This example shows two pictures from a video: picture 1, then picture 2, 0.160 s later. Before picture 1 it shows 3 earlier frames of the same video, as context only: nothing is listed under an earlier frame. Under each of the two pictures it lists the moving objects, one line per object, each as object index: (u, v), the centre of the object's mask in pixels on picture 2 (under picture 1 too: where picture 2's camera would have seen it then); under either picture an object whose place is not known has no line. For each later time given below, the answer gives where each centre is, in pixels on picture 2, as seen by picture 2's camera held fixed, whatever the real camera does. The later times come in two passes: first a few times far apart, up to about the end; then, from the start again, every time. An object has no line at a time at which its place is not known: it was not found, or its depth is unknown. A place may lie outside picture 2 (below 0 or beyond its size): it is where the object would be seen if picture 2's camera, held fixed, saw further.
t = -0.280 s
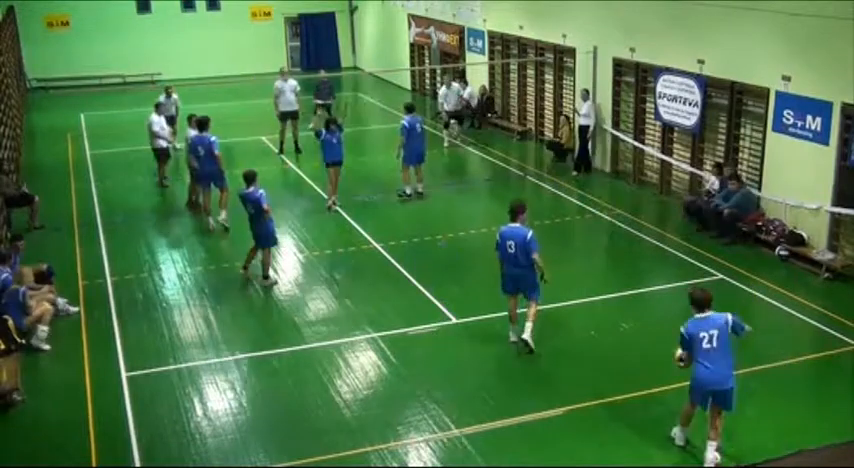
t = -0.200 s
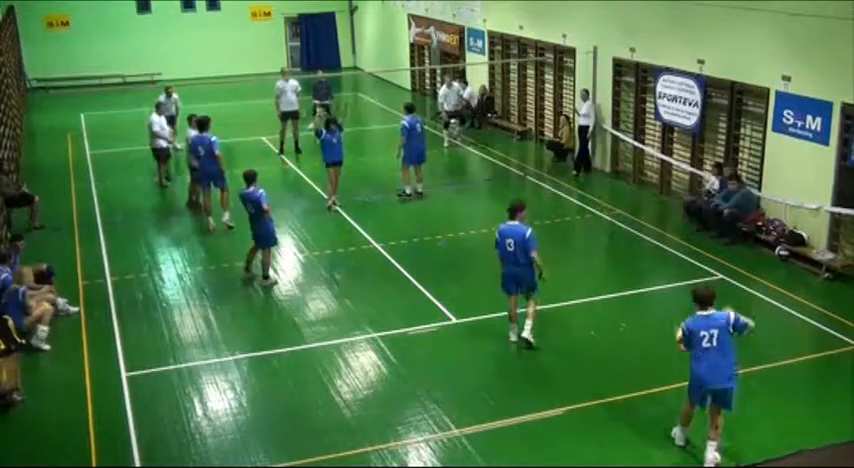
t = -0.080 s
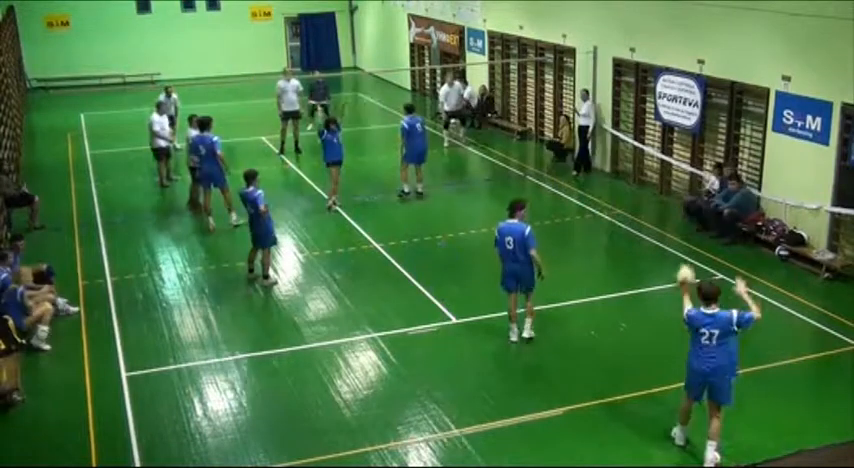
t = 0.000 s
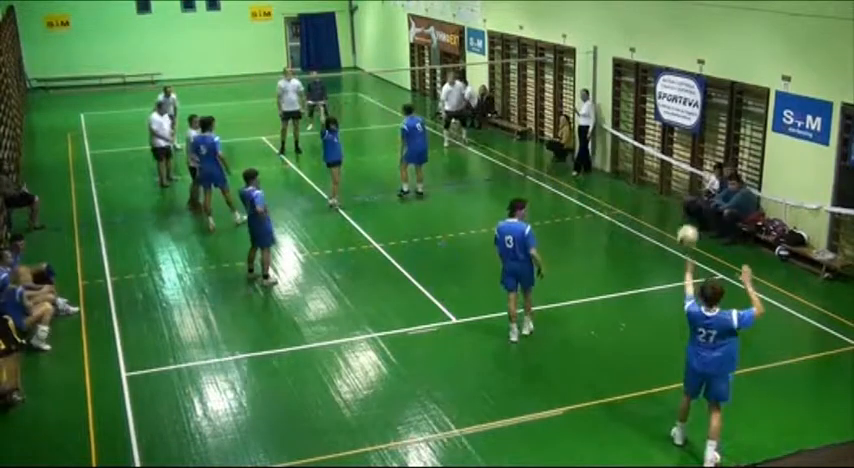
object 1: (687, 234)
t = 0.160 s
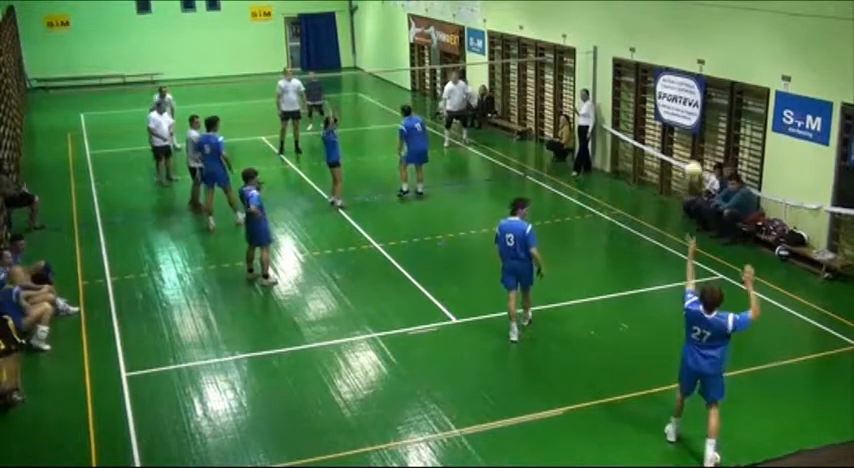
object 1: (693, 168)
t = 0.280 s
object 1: (694, 139)
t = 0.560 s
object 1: (700, 116)
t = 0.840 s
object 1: (698, 169)
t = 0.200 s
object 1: (693, 156)
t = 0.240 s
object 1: (694, 148)
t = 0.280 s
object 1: (694, 139)
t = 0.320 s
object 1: (696, 130)
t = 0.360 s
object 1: (697, 124)
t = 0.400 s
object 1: (698, 119)
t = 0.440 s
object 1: (699, 116)
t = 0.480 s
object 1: (699, 115)
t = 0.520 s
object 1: (700, 115)
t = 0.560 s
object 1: (700, 116)
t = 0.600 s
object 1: (700, 118)
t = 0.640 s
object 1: (700, 123)
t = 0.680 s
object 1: (699, 130)
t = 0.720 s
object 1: (700, 138)
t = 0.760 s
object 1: (700, 146)
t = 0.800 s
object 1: (700, 158)
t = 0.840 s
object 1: (698, 169)
